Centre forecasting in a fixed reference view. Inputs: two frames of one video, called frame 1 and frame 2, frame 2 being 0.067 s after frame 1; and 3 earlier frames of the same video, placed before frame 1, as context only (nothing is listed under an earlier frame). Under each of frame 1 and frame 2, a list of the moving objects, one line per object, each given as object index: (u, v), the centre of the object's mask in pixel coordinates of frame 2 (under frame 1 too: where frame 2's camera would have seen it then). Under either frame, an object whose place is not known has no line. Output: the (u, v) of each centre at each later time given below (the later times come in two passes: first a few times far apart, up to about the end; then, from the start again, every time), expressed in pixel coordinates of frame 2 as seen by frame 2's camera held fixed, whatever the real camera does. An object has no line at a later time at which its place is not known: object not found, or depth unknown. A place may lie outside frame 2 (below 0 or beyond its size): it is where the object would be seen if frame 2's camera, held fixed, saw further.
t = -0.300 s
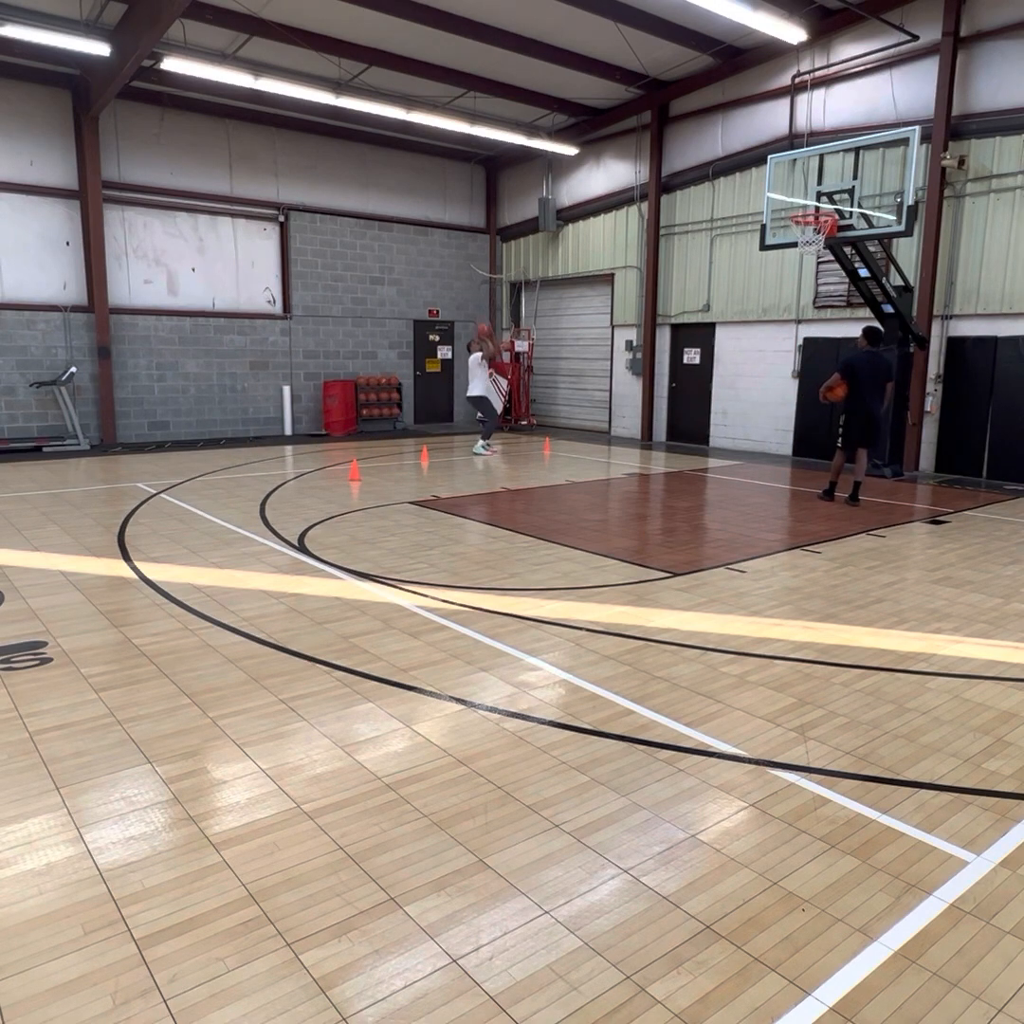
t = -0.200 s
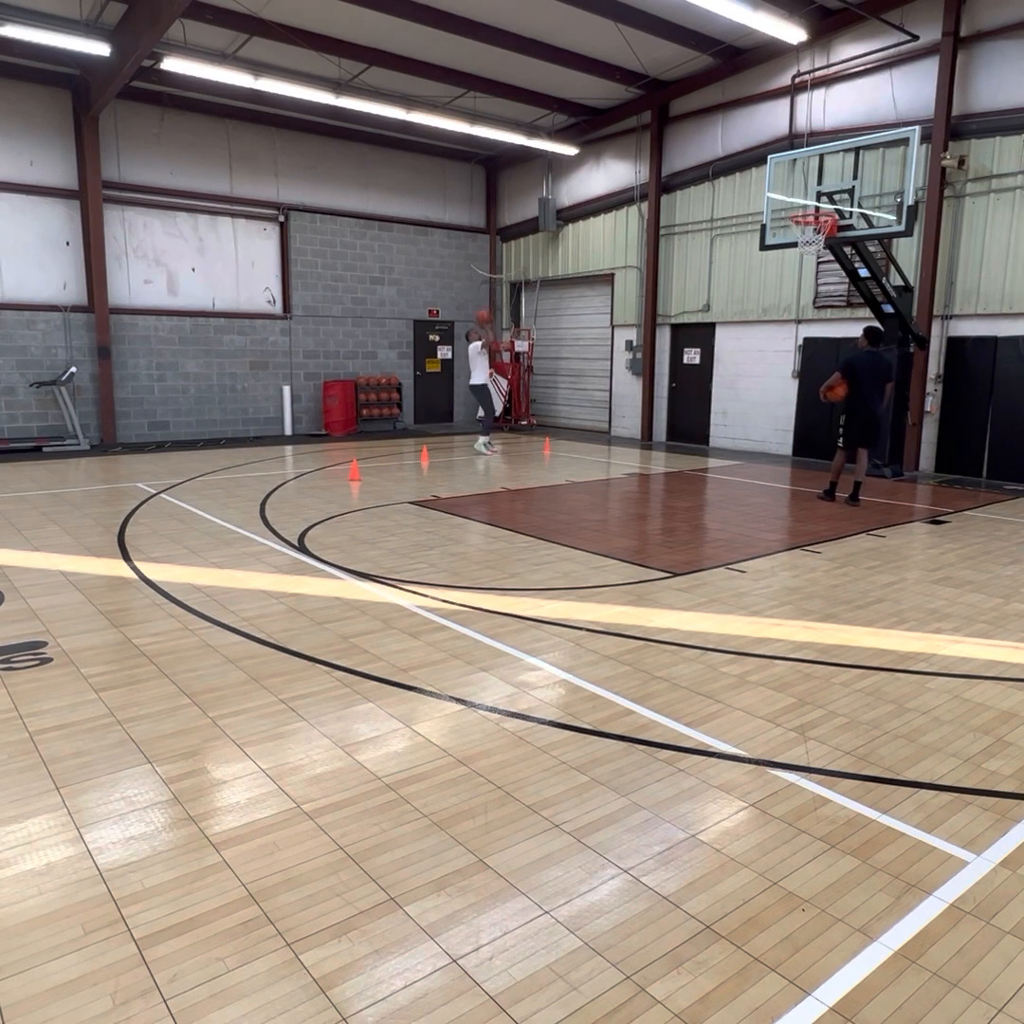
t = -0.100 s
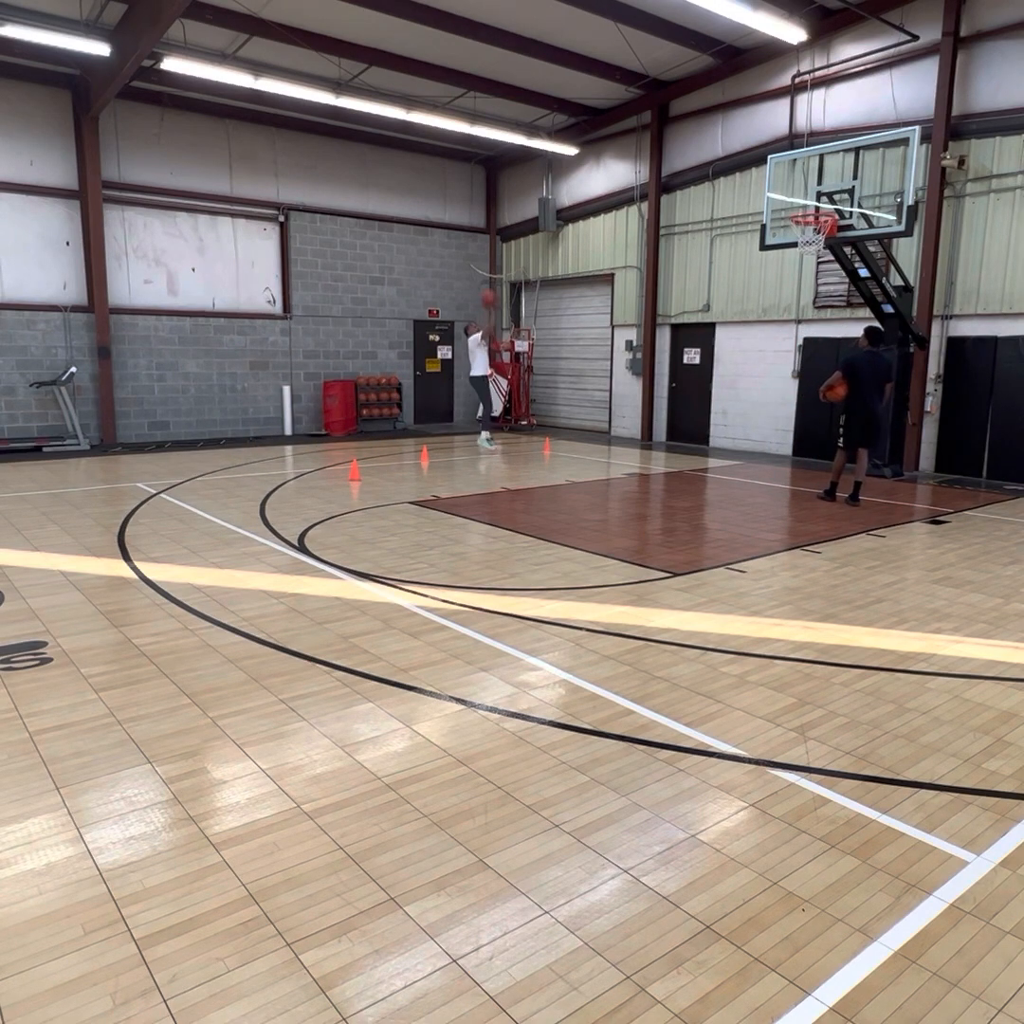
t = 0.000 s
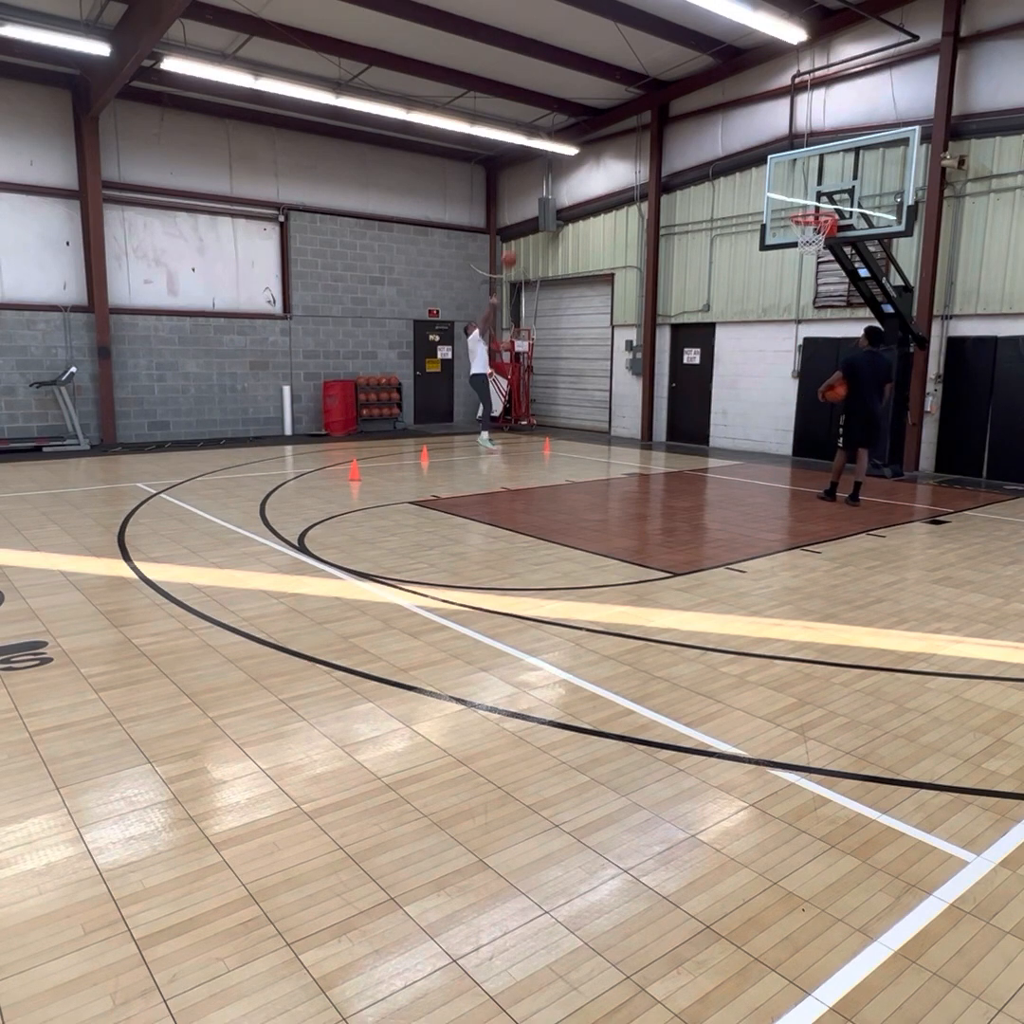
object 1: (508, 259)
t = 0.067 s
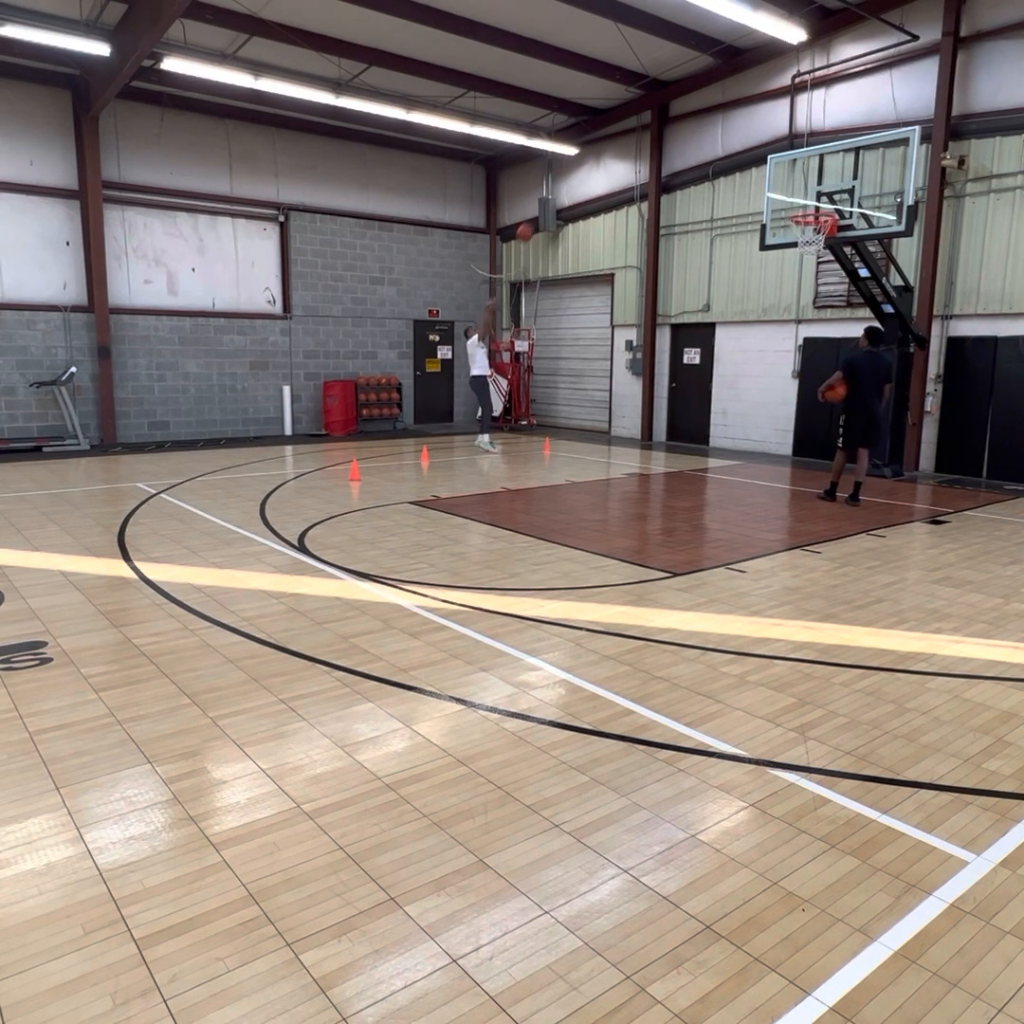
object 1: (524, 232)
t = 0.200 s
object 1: (558, 188)
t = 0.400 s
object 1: (612, 142)
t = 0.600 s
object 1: (670, 122)
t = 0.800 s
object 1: (732, 137)
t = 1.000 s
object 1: (798, 187)
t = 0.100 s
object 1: (532, 222)
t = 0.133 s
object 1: (541, 208)
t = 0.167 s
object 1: (549, 199)
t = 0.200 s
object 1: (558, 188)
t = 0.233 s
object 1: (567, 178)
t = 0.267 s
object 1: (575, 170)
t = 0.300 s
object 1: (584, 161)
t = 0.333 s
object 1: (593, 154)
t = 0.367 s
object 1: (603, 147)
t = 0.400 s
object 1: (612, 142)
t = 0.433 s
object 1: (622, 136)
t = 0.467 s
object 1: (632, 131)
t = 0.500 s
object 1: (641, 126)
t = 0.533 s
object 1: (650, 125)
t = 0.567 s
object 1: (660, 124)
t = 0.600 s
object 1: (670, 122)
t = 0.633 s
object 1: (680, 123)
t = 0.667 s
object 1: (691, 123)
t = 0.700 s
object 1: (701, 125)
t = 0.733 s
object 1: (712, 128)
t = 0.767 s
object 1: (722, 132)
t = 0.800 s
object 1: (732, 137)
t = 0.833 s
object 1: (743, 143)
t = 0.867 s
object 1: (755, 150)
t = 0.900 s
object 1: (764, 157)
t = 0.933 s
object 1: (776, 167)
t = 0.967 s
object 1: (787, 177)
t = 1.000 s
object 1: (798, 187)
